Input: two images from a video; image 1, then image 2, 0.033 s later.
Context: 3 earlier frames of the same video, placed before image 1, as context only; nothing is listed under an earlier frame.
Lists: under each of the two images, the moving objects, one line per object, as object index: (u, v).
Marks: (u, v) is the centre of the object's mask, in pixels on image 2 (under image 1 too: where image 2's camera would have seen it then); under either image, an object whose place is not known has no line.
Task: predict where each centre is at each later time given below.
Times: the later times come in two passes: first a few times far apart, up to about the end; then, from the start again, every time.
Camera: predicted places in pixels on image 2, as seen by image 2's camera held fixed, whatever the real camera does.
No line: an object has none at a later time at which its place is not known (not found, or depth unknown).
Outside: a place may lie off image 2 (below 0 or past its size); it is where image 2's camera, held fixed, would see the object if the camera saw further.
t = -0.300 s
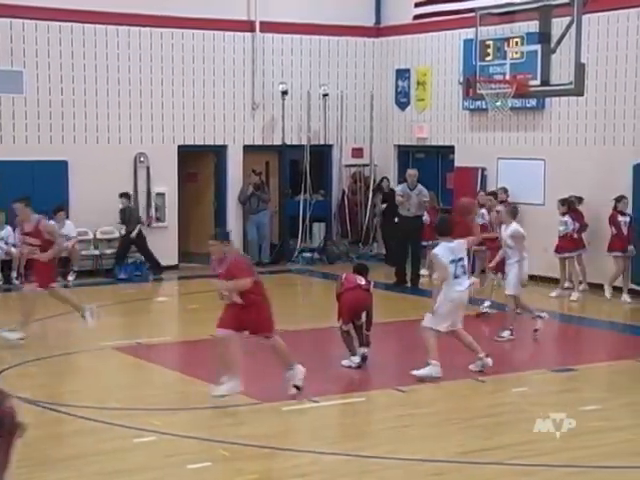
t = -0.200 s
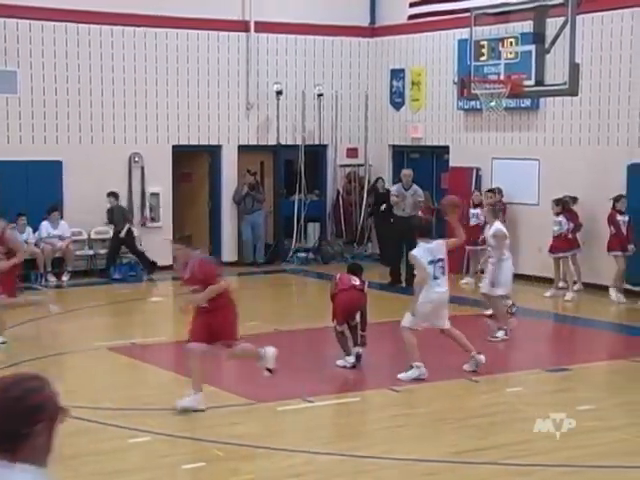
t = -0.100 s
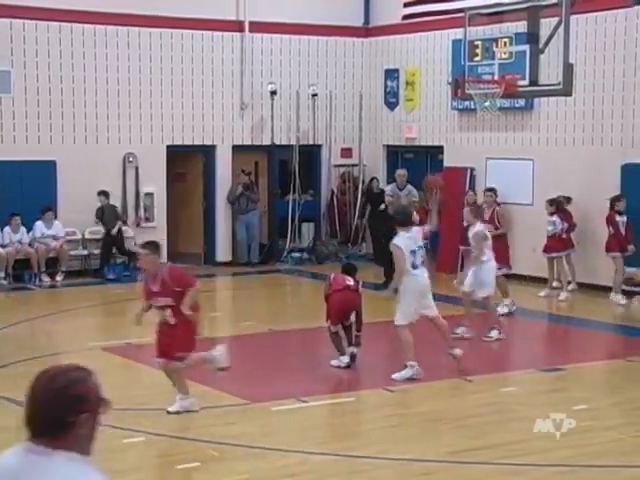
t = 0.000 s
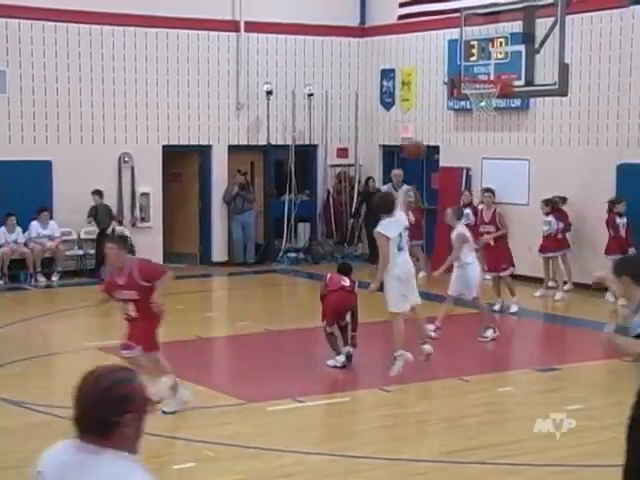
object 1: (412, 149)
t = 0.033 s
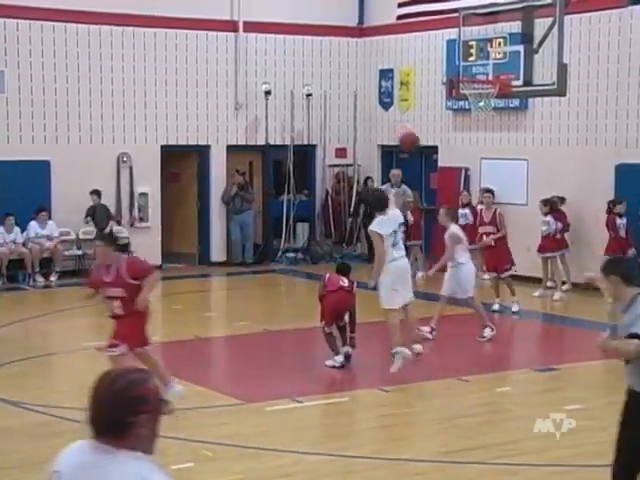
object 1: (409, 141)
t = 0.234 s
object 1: (382, 112)
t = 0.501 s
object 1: (351, 125)
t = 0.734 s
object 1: (329, 176)
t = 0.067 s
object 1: (404, 133)
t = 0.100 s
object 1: (399, 127)
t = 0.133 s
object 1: (395, 121)
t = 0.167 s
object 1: (391, 117)
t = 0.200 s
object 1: (386, 114)
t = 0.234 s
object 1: (382, 112)
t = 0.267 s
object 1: (378, 110)
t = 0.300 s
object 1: (373, 110)
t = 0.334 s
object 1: (370, 110)
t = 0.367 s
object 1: (367, 111)
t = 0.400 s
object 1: (363, 113)
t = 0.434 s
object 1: (358, 117)
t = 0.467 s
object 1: (355, 121)
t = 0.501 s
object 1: (351, 125)
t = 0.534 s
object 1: (348, 130)
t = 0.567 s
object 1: (344, 136)
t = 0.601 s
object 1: (341, 142)
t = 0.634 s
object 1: (338, 151)
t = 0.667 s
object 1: (334, 159)
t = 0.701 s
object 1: (331, 168)
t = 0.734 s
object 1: (329, 176)
